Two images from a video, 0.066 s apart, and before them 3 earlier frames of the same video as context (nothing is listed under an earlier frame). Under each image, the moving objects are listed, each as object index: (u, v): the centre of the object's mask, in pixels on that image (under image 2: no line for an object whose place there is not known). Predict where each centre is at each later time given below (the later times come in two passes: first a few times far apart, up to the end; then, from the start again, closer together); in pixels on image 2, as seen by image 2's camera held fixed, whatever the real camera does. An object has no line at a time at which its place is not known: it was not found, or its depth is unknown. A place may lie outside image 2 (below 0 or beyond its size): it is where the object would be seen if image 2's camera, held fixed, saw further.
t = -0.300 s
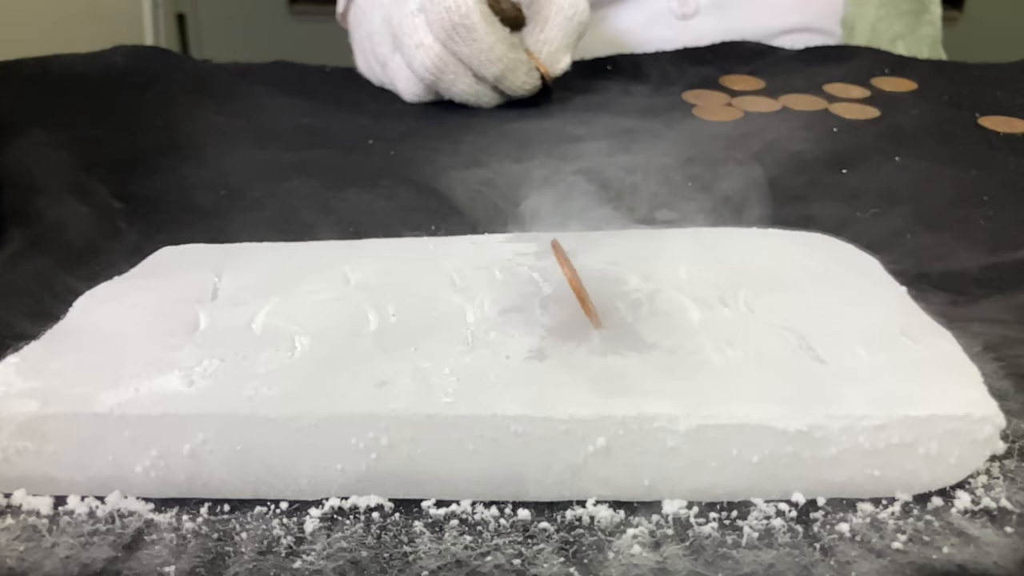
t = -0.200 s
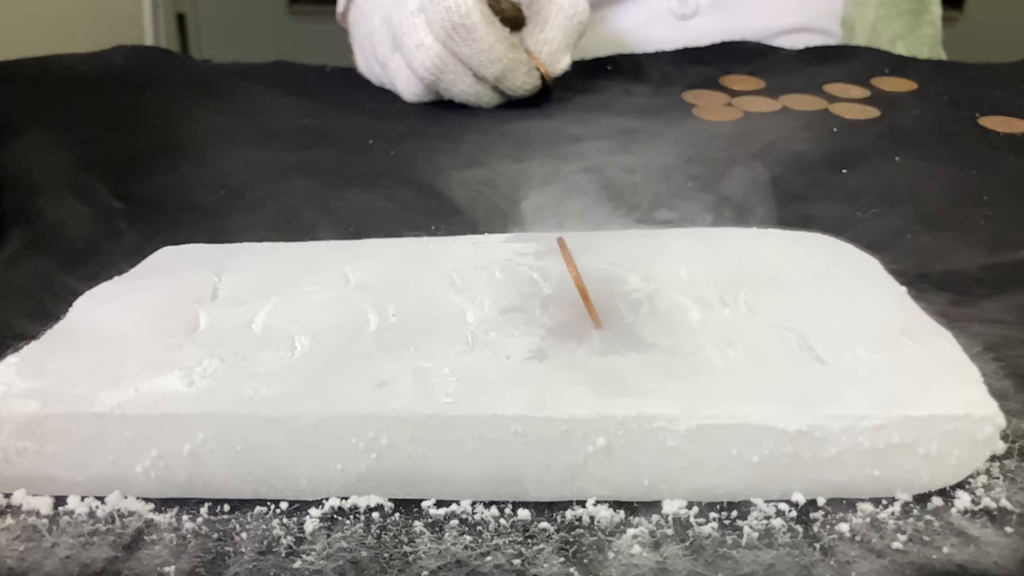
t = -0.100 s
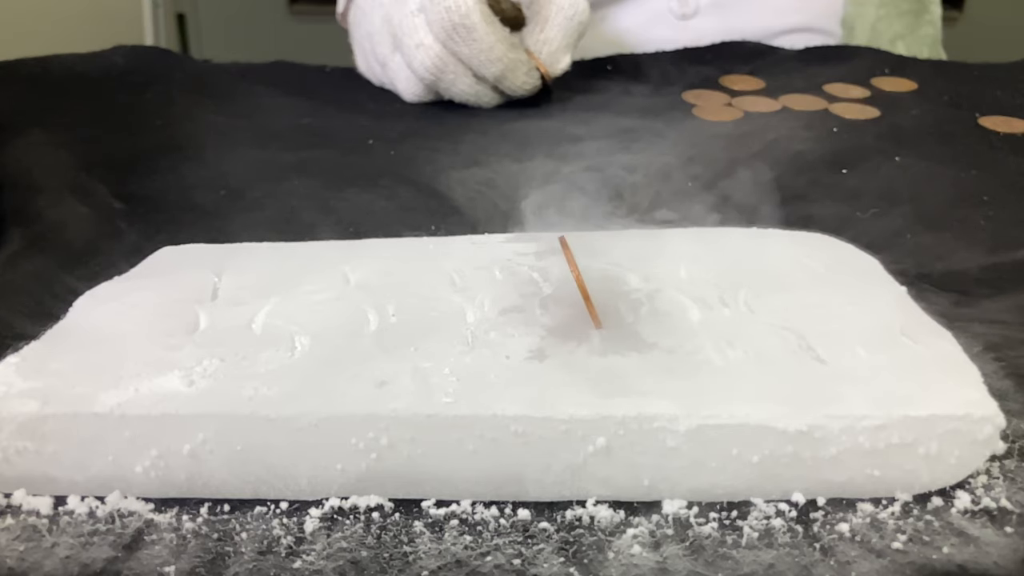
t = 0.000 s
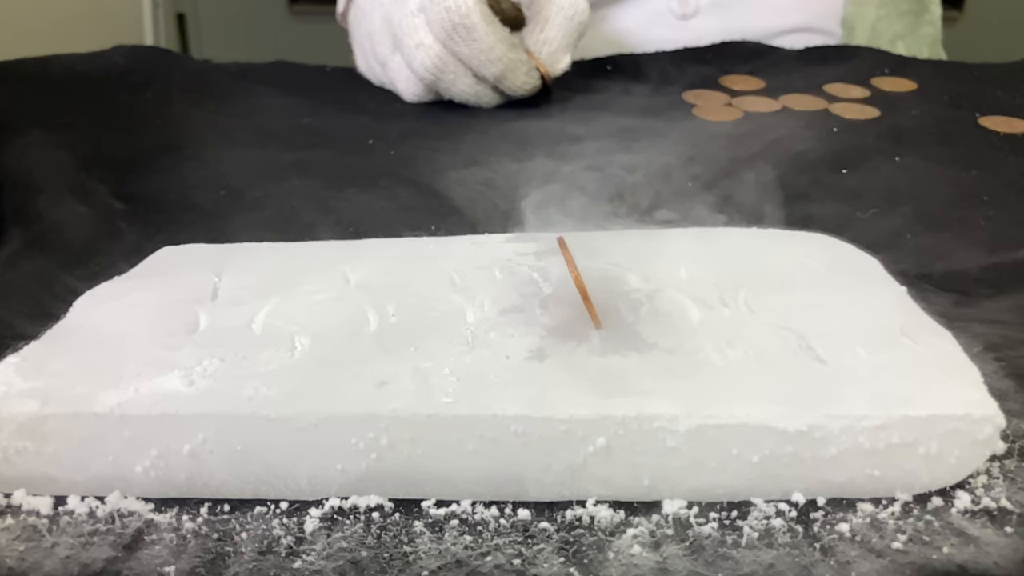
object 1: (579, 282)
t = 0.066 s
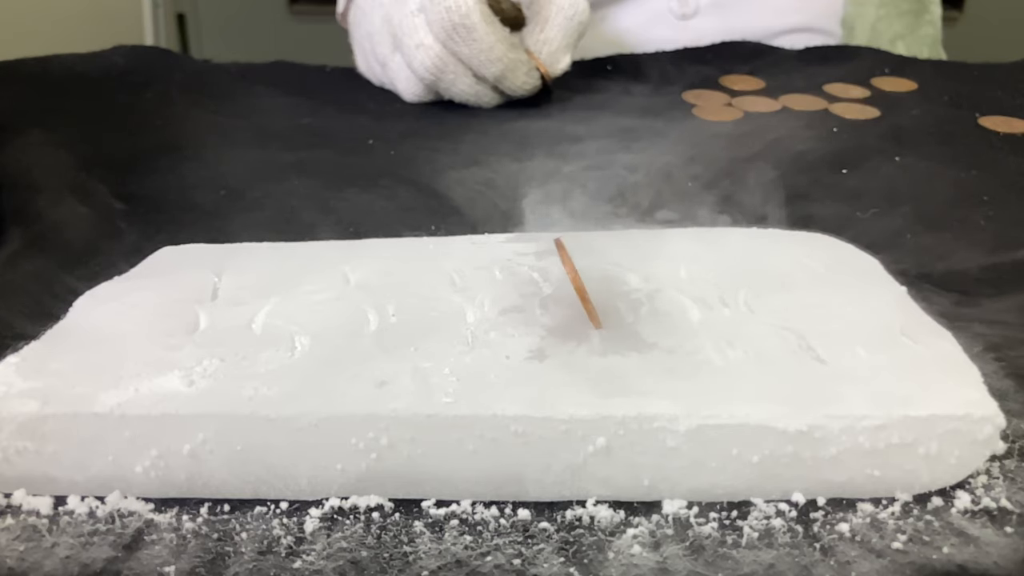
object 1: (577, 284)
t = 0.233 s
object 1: (570, 286)
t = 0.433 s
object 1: (585, 281)
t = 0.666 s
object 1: (600, 278)
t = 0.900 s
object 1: (601, 278)
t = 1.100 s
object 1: (591, 280)
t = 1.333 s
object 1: (577, 283)
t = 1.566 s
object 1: (583, 279)
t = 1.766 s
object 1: (603, 279)
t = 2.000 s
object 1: (594, 279)
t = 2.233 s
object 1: (575, 284)
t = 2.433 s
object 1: (583, 280)
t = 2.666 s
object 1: (606, 279)
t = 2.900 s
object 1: (592, 280)
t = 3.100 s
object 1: (580, 279)
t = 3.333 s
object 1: (570, 288)
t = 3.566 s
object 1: (595, 280)
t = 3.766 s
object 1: (602, 279)
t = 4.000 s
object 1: (583, 281)
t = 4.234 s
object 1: (572, 286)
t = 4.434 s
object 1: (582, 281)
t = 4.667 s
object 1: (587, 280)
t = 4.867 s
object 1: (585, 280)
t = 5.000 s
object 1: (581, 282)
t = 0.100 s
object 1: (576, 284)
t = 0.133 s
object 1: (575, 284)
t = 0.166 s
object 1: (574, 285)
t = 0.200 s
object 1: (572, 286)
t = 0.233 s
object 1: (570, 286)
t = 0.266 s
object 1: (570, 287)
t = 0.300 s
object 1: (573, 285)
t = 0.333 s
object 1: (577, 284)
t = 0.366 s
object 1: (579, 283)
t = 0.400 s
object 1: (582, 281)
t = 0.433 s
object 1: (585, 281)
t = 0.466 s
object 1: (588, 280)
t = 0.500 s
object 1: (590, 280)
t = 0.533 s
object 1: (592, 279)
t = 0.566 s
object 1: (594, 279)
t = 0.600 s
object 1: (596, 279)
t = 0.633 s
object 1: (598, 279)
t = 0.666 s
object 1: (600, 278)
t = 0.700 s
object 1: (601, 278)
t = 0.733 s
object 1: (603, 278)
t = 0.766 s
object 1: (605, 278)
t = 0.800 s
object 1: (605, 278)
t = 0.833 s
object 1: (604, 278)
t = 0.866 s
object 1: (602, 278)
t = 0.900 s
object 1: (601, 278)
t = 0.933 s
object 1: (599, 279)
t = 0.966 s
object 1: (598, 278)
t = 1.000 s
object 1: (596, 279)
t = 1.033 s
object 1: (595, 279)
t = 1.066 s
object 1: (593, 280)
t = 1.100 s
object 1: (591, 280)
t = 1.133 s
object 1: (590, 281)
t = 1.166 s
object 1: (588, 280)
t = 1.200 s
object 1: (586, 280)
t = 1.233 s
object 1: (584, 281)
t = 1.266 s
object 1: (582, 281)
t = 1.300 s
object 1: (579, 282)
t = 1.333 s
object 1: (577, 283)
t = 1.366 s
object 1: (574, 284)
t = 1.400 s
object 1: (571, 286)
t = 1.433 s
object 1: (569, 287)
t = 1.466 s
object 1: (572, 286)
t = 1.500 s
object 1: (575, 283)
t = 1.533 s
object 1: (579, 280)
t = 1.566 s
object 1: (583, 279)
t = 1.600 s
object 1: (587, 281)
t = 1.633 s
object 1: (590, 280)
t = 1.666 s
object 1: (593, 280)
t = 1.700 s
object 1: (597, 279)
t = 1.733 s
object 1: (600, 279)
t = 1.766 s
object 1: (603, 279)
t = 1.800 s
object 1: (605, 278)
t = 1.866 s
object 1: (603, 278)
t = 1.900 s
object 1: (600, 279)
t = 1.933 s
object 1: (598, 278)
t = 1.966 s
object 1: (596, 279)
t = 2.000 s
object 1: (594, 279)
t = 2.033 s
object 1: (591, 280)
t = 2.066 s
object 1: (589, 280)
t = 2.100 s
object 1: (587, 280)
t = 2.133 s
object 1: (584, 281)
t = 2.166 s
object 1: (581, 281)
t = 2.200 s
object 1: (578, 282)
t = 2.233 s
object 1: (575, 284)
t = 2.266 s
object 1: (571, 286)
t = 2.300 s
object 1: (569, 287)
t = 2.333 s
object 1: (572, 285)
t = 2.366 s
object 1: (575, 282)
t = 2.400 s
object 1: (579, 280)
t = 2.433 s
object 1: (583, 280)
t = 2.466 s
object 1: (587, 280)
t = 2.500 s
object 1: (590, 280)
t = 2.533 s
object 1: (594, 280)
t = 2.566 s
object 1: (597, 279)
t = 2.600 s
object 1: (600, 279)
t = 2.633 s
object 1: (603, 279)
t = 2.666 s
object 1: (606, 279)
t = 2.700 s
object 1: (605, 278)
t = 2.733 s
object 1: (603, 278)
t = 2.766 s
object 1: (600, 279)
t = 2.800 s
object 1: (598, 279)
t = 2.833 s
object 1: (596, 279)
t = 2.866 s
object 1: (594, 279)
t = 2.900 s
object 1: (592, 280)
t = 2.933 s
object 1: (590, 282)
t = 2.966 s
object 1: (588, 283)
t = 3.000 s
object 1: (590, 276)
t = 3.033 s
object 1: (588, 277)
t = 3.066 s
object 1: (584, 278)
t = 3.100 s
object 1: (580, 279)
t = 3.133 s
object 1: (584, 283)
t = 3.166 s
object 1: (581, 284)
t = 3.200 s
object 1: (578, 284)
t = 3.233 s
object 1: (574, 285)
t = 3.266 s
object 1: (571, 287)
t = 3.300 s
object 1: (568, 289)
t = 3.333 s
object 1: (570, 288)
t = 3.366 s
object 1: (573, 285)
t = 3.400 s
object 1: (577, 283)
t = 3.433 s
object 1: (580, 280)
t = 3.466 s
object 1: (585, 280)
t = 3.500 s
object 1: (589, 280)
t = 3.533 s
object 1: (592, 279)
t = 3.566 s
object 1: (595, 280)
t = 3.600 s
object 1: (599, 279)
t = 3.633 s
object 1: (602, 279)
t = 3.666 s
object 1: (605, 278)
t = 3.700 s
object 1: (607, 278)
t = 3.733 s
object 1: (604, 278)
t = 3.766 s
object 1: (602, 279)
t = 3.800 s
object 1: (599, 279)
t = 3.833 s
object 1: (597, 279)
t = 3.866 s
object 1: (594, 279)
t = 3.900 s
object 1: (592, 279)
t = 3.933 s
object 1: (589, 280)
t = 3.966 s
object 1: (586, 280)
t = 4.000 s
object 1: (583, 281)
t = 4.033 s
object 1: (580, 282)
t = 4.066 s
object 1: (577, 284)
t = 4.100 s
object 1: (575, 286)
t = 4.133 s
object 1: (571, 287)
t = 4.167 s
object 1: (568, 289)
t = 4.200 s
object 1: (569, 288)
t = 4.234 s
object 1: (572, 286)
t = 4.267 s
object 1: (574, 286)
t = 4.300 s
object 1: (576, 284)
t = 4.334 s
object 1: (578, 283)
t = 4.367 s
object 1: (579, 282)
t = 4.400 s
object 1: (581, 282)
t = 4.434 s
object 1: (582, 281)
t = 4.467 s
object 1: (583, 280)
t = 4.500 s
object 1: (585, 281)
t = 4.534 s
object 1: (586, 281)
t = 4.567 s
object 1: (586, 281)
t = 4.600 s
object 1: (586, 280)
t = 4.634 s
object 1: (587, 280)
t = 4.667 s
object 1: (587, 280)
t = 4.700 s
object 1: (587, 280)
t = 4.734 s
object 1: (587, 280)
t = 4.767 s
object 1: (587, 280)
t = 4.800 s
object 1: (586, 280)
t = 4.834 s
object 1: (586, 280)
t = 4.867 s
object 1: (585, 280)
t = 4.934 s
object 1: (583, 281)
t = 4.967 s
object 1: (582, 281)
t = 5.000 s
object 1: (581, 282)
